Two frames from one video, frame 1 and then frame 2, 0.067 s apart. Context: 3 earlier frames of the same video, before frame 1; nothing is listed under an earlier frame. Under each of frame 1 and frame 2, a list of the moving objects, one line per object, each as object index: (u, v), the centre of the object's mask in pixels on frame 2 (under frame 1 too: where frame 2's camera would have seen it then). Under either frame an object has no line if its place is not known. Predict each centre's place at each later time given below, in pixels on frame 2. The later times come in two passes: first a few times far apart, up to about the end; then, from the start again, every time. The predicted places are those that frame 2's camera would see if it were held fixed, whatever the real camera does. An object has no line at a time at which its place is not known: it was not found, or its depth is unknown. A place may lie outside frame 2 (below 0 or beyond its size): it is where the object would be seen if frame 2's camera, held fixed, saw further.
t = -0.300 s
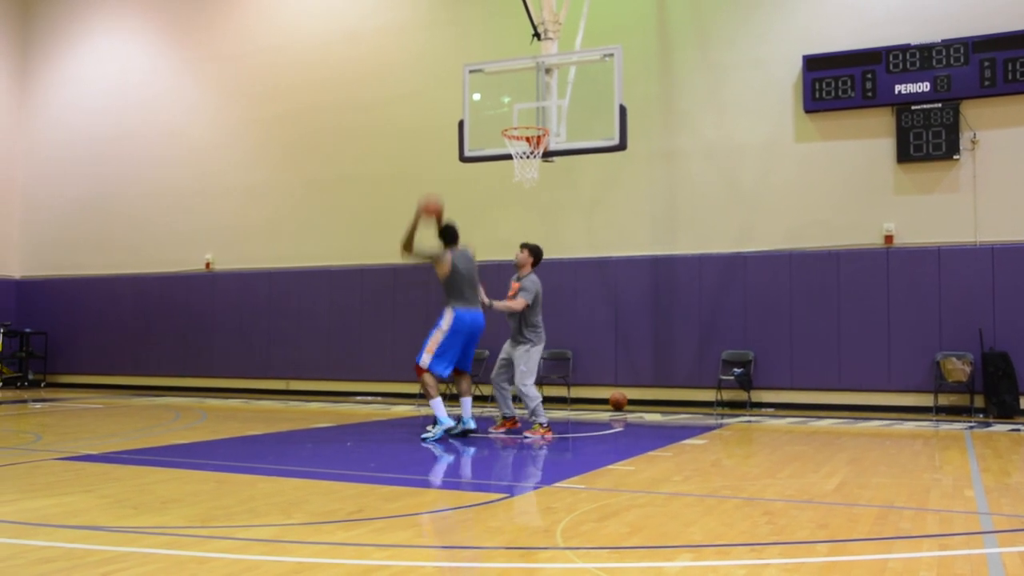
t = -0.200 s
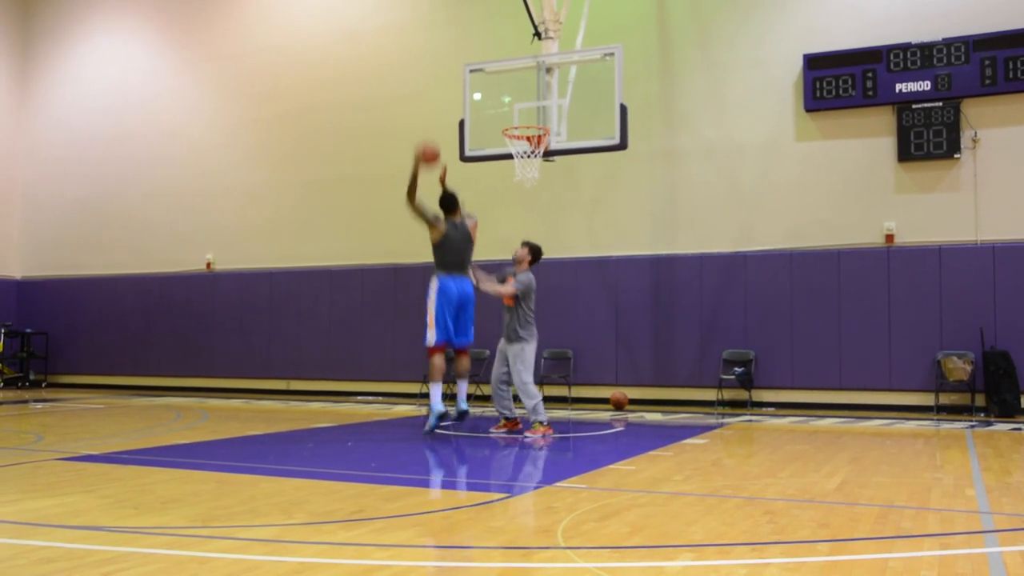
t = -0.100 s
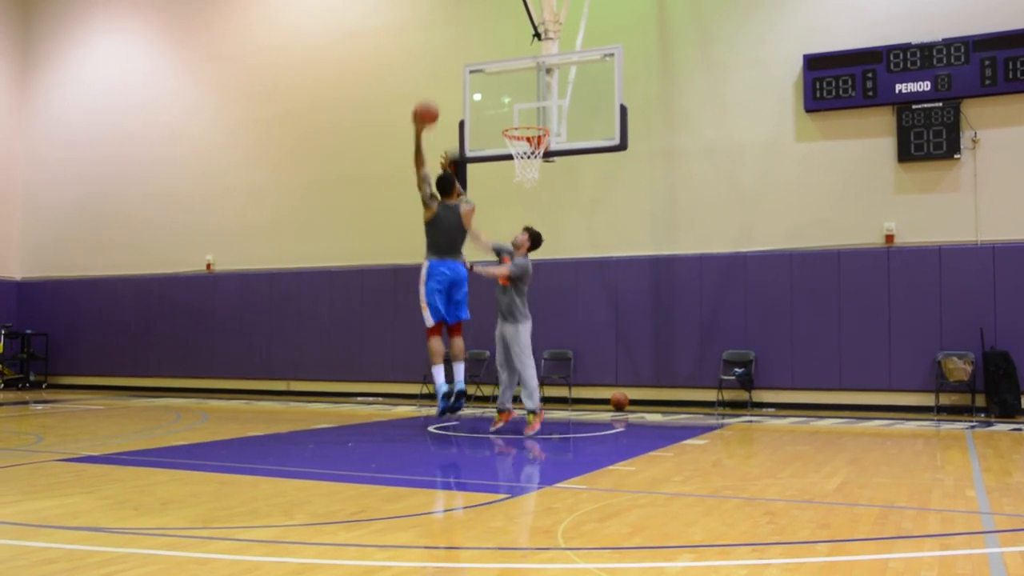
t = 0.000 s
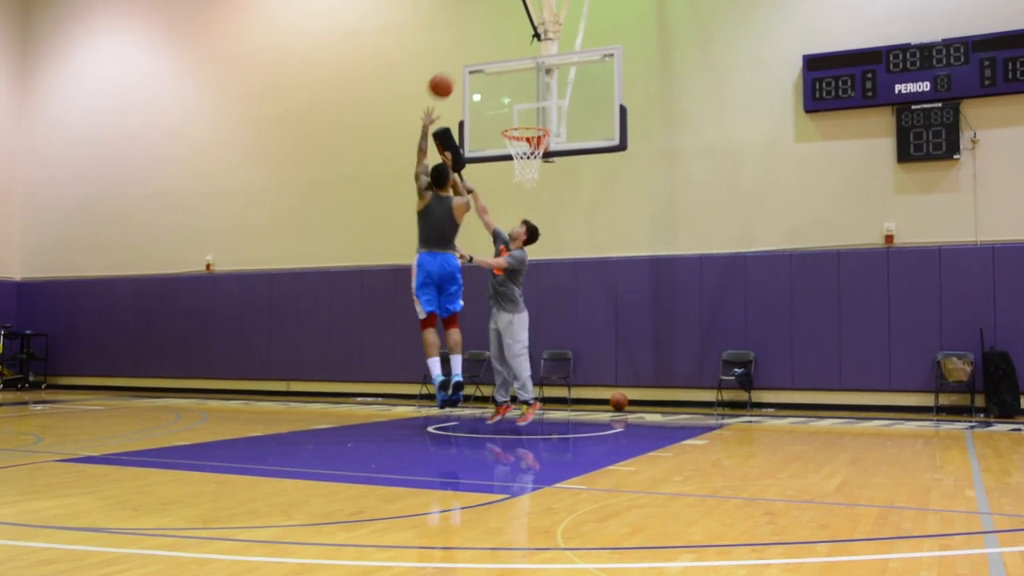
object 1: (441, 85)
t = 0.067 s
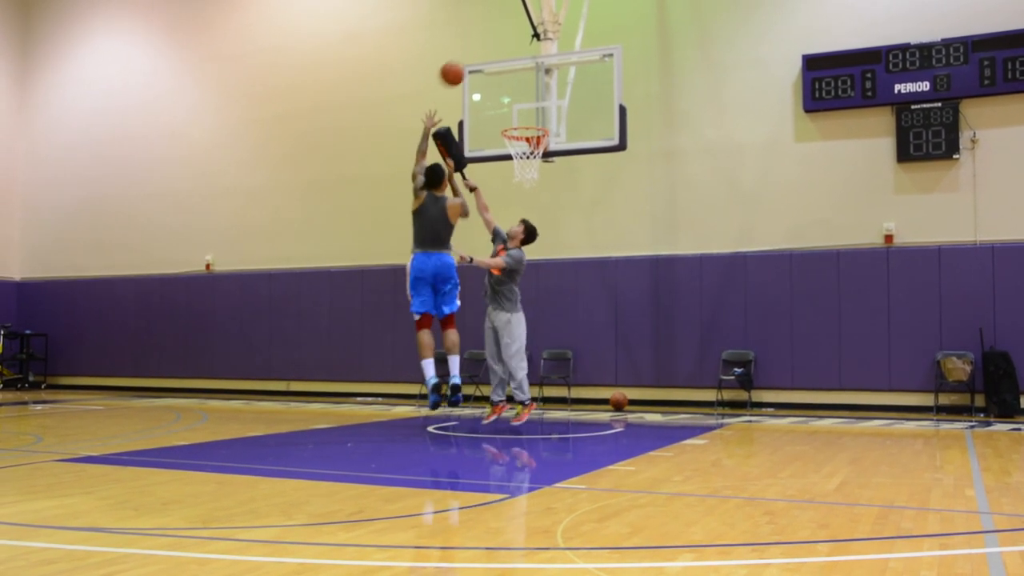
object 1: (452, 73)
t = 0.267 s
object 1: (485, 65)
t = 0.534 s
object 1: (525, 113)
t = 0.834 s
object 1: (529, 133)
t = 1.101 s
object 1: (530, 194)
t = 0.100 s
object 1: (458, 69)
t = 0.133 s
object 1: (463, 66)
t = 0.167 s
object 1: (469, 64)
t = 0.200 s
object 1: (474, 63)
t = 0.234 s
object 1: (479, 64)
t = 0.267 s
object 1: (485, 65)
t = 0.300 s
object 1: (490, 68)
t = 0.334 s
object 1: (495, 71)
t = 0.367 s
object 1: (500, 76)
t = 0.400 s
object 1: (505, 82)
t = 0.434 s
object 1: (510, 88)
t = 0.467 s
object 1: (515, 95)
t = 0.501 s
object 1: (520, 104)
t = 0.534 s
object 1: (525, 113)
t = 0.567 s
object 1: (527, 116)
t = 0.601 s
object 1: (528, 114)
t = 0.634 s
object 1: (528, 114)
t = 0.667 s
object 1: (528, 114)
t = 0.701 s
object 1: (529, 116)
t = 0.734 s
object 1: (529, 117)
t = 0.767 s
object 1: (530, 121)
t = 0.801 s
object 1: (530, 122)
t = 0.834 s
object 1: (529, 133)
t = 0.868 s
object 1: (532, 139)
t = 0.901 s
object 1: (532, 145)
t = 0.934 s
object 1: (535, 145)
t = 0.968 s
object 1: (529, 159)
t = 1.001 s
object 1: (531, 168)
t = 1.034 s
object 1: (533, 180)
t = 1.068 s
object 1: (531, 186)
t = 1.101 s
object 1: (530, 194)
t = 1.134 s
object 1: (529, 204)
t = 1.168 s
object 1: (528, 216)
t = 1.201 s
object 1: (527, 228)
